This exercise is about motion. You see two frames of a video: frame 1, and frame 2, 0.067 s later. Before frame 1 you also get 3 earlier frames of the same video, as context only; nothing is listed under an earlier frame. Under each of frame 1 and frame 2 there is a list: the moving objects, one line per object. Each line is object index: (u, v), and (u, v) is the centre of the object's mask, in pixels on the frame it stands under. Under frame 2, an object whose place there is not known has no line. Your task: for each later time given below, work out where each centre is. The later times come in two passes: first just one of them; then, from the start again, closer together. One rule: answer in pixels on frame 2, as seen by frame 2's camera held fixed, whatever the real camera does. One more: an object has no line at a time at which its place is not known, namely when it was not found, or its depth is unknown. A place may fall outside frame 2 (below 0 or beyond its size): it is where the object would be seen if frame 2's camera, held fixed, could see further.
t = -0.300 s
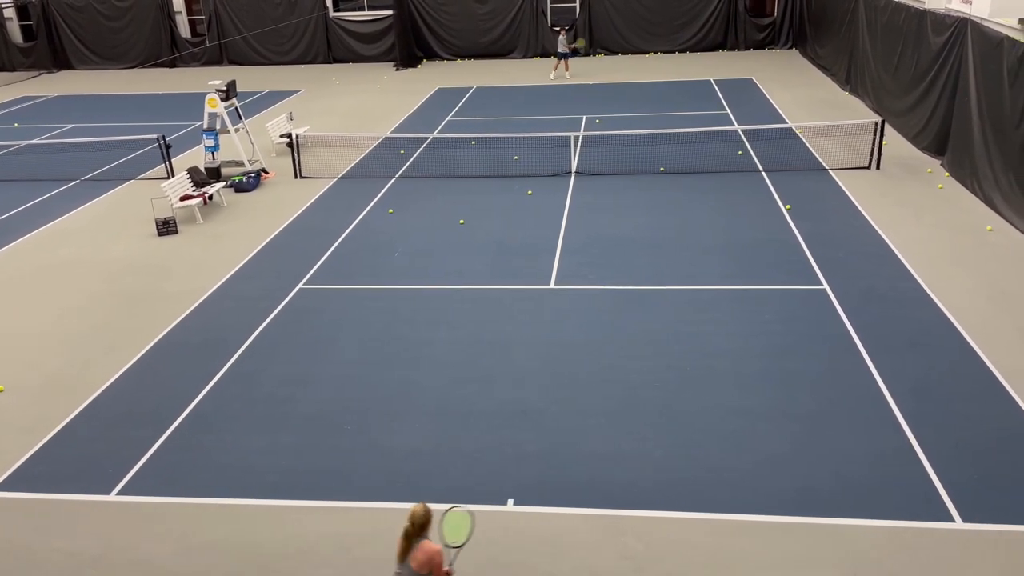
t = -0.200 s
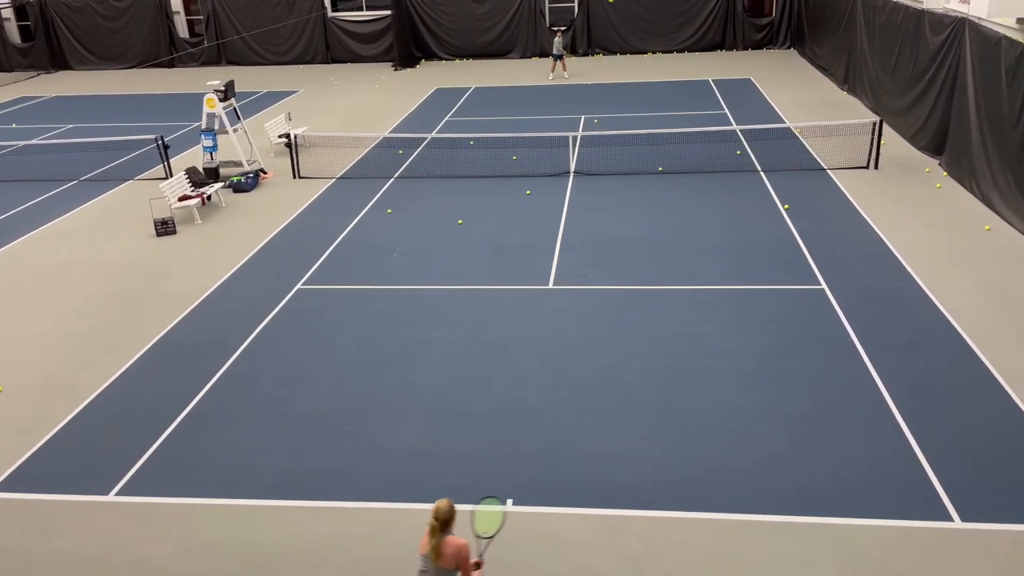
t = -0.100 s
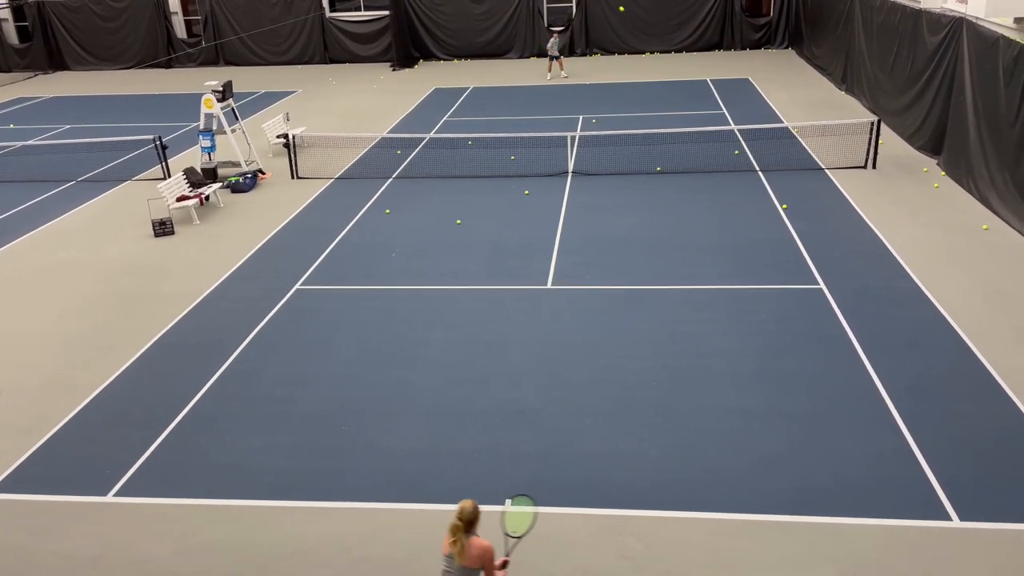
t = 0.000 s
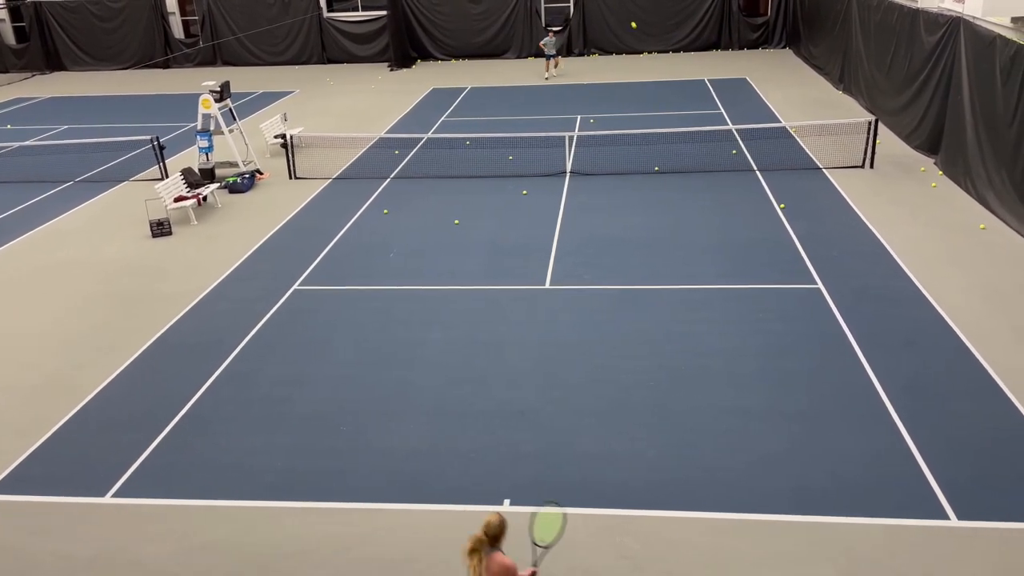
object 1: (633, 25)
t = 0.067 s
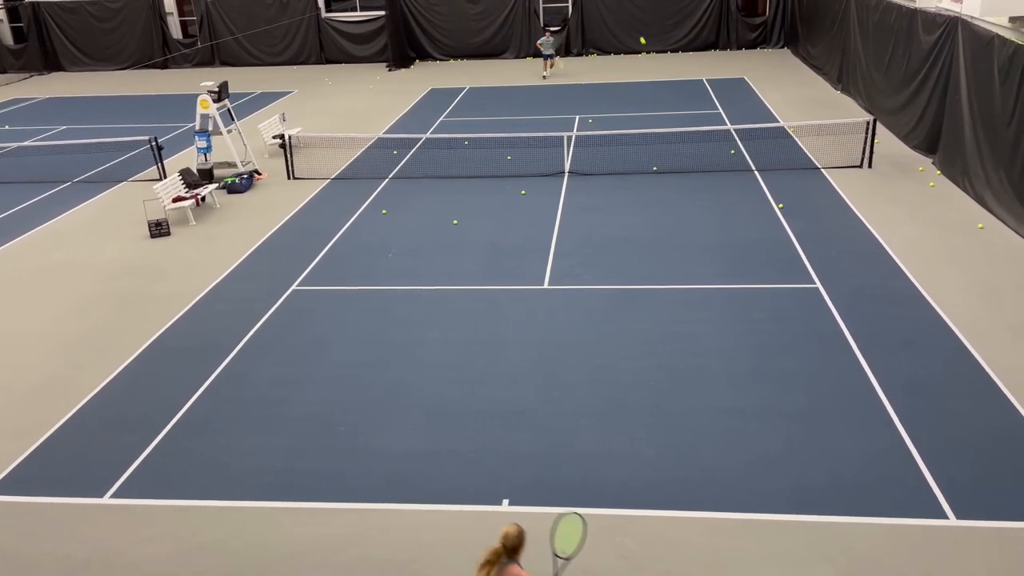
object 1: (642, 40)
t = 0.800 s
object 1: (833, 383)
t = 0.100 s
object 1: (648, 50)
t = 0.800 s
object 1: (833, 383)
